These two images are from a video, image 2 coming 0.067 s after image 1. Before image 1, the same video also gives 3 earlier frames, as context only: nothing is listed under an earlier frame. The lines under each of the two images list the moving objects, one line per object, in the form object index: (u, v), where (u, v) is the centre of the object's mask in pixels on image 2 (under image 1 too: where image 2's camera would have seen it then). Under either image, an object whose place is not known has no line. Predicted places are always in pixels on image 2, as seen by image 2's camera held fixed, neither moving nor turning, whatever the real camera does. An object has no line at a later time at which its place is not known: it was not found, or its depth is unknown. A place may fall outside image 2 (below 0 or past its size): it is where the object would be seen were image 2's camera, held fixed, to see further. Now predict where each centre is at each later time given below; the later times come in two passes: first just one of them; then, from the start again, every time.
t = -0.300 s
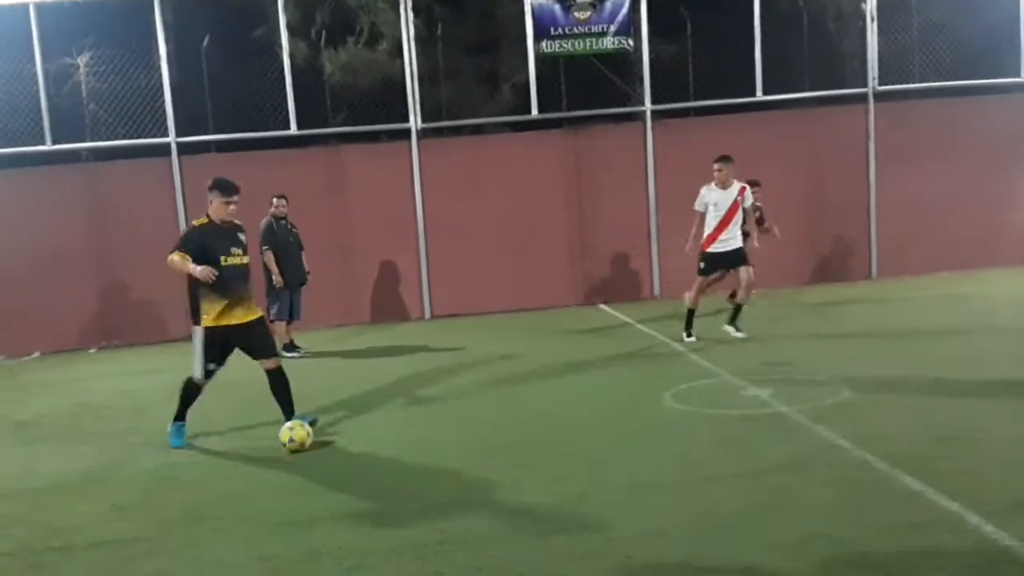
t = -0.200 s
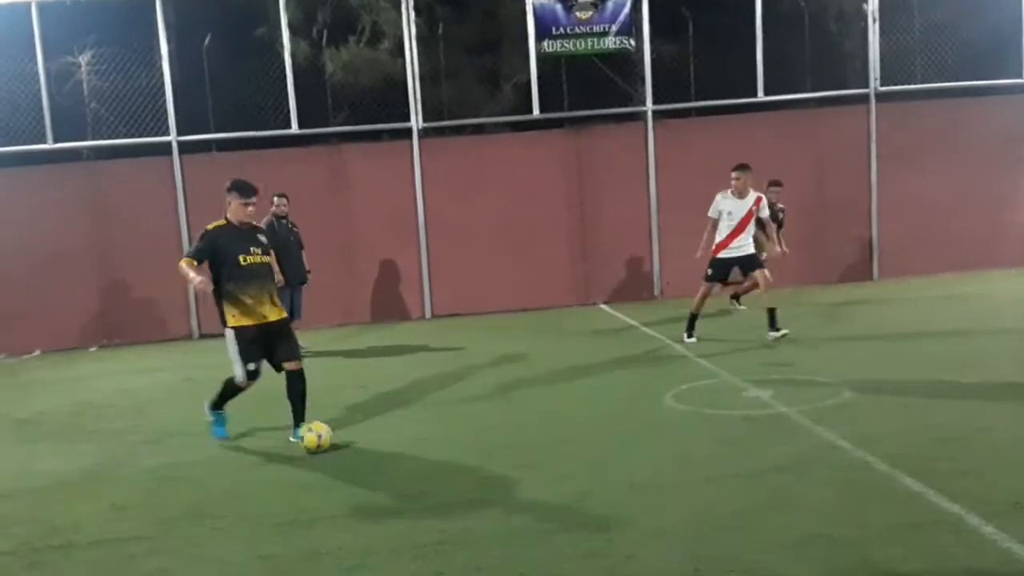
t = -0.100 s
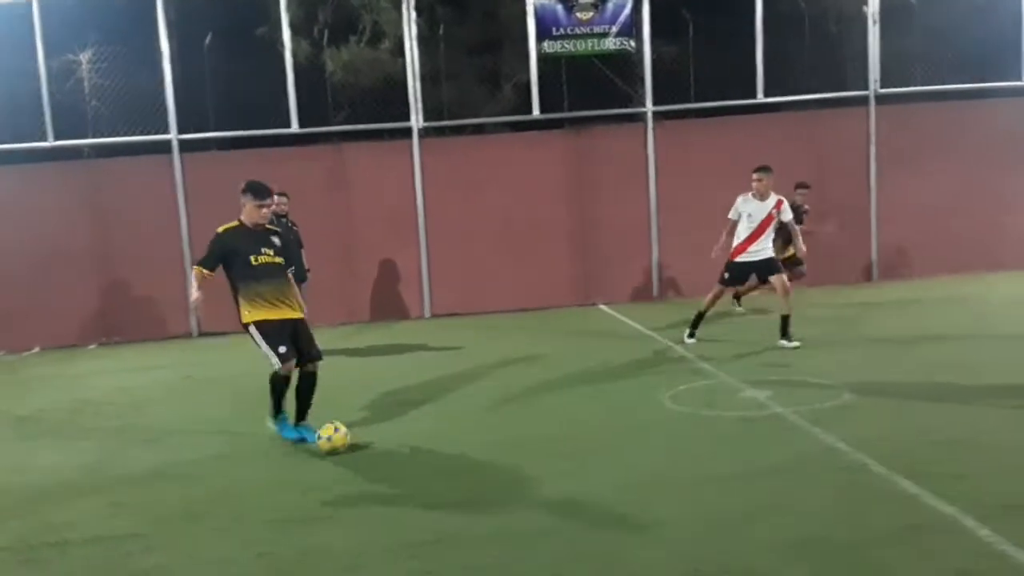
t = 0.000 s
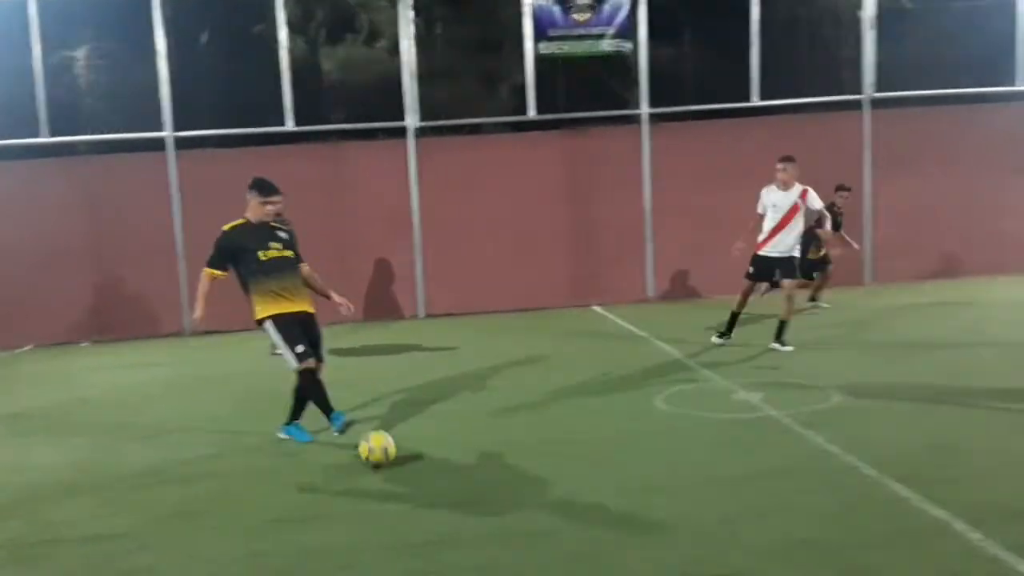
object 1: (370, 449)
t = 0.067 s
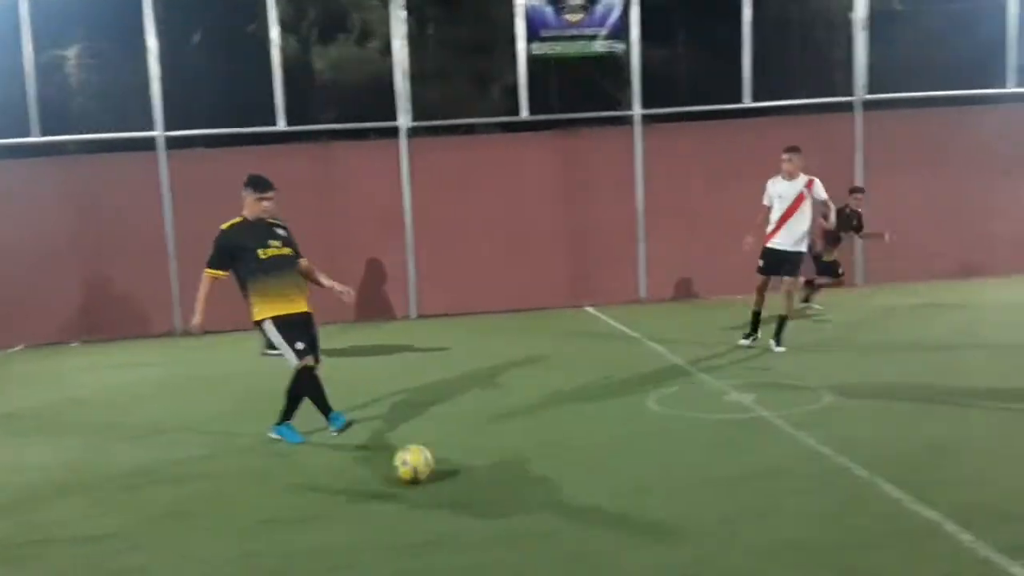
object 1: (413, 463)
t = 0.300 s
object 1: (594, 522)
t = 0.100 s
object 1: (437, 470)
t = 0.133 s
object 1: (462, 479)
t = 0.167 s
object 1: (489, 487)
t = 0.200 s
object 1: (513, 494)
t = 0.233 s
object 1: (539, 504)
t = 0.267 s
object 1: (566, 514)
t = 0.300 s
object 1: (594, 522)
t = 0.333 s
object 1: (623, 529)
